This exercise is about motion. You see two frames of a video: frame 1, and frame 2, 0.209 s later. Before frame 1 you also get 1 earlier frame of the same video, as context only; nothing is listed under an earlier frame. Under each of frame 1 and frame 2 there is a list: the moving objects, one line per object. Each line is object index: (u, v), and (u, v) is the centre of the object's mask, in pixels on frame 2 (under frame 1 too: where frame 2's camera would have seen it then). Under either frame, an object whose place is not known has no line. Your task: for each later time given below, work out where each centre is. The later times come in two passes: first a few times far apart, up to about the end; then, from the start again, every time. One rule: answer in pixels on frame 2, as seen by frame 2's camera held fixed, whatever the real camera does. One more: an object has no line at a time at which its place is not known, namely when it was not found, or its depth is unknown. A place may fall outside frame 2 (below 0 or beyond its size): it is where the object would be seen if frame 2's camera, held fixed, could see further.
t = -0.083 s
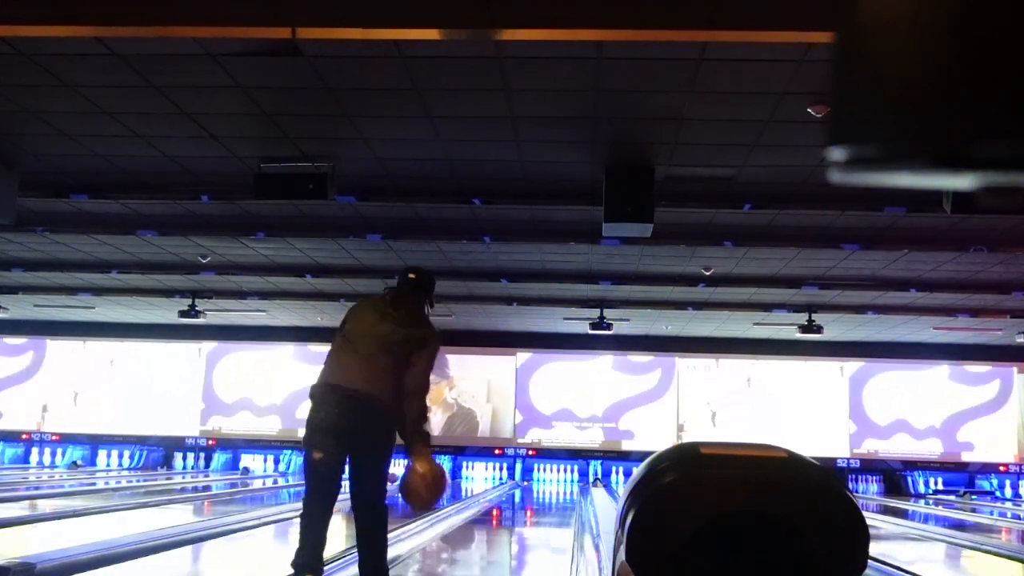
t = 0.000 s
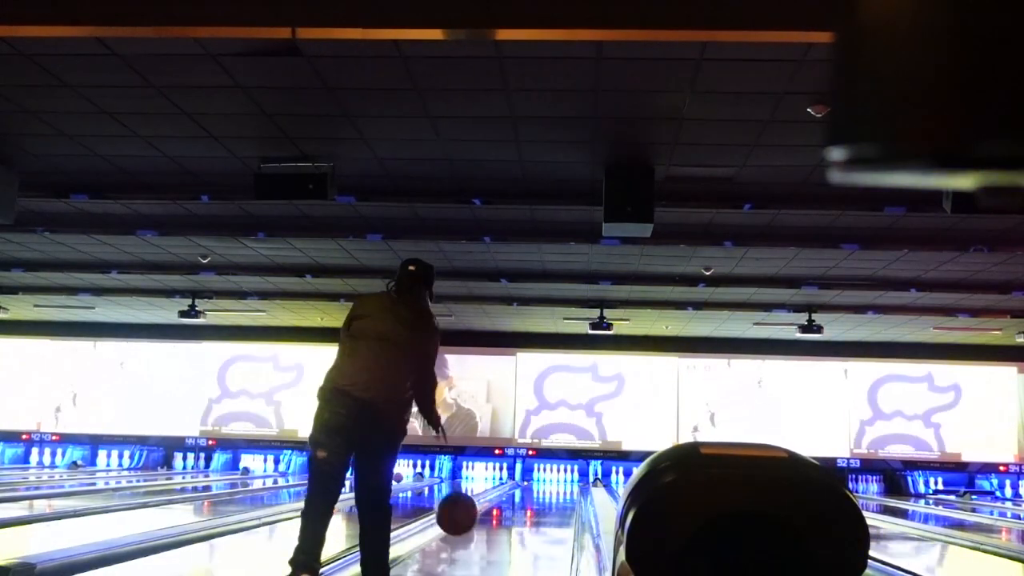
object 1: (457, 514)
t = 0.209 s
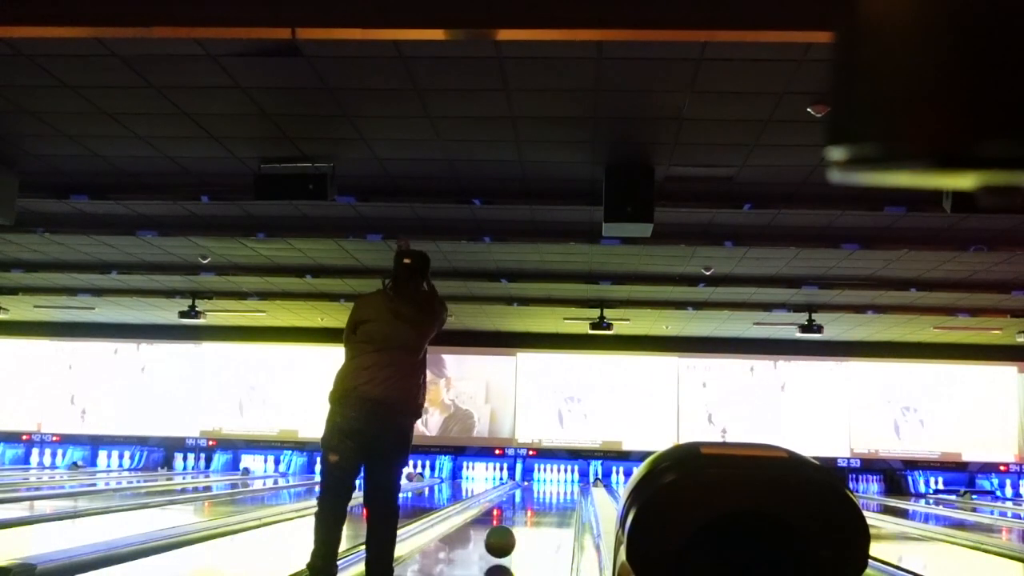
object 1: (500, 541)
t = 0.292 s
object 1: (512, 534)
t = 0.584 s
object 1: (540, 514)
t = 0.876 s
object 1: (556, 502)
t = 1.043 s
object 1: (562, 497)
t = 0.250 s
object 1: (506, 538)
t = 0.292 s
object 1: (512, 534)
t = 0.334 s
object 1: (518, 530)
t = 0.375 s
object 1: (521, 528)
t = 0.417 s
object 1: (525, 524)
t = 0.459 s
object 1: (530, 521)
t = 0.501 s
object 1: (534, 518)
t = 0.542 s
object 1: (537, 516)
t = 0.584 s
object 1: (540, 514)
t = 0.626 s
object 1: (543, 512)
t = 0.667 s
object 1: (546, 510)
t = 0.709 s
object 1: (547, 509)
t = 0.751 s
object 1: (549, 507)
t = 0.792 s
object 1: (552, 505)
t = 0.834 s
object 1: (554, 503)
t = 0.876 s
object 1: (556, 502)
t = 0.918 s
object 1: (558, 500)
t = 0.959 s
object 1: (559, 499)
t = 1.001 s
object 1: (561, 498)
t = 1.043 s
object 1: (562, 497)
